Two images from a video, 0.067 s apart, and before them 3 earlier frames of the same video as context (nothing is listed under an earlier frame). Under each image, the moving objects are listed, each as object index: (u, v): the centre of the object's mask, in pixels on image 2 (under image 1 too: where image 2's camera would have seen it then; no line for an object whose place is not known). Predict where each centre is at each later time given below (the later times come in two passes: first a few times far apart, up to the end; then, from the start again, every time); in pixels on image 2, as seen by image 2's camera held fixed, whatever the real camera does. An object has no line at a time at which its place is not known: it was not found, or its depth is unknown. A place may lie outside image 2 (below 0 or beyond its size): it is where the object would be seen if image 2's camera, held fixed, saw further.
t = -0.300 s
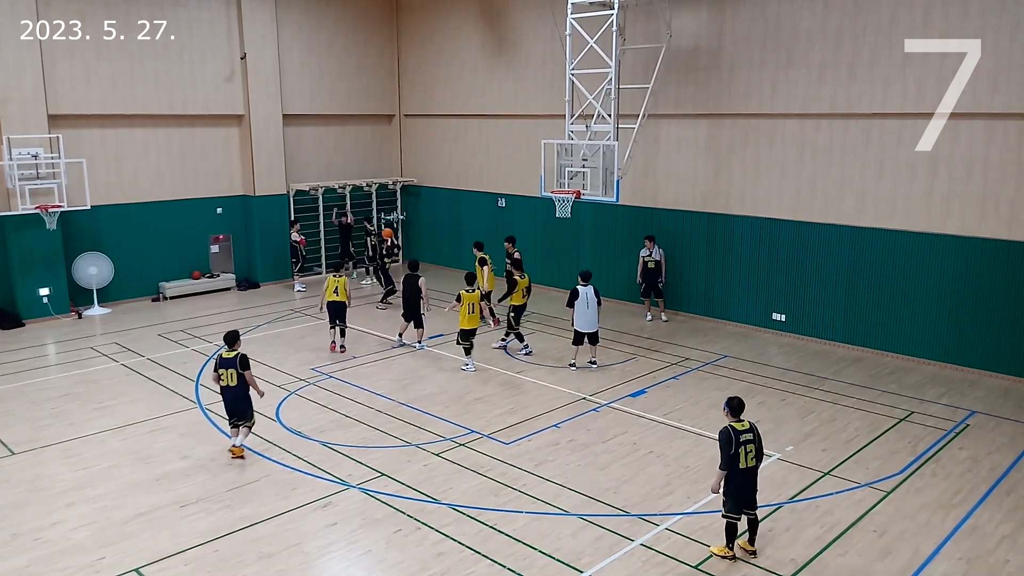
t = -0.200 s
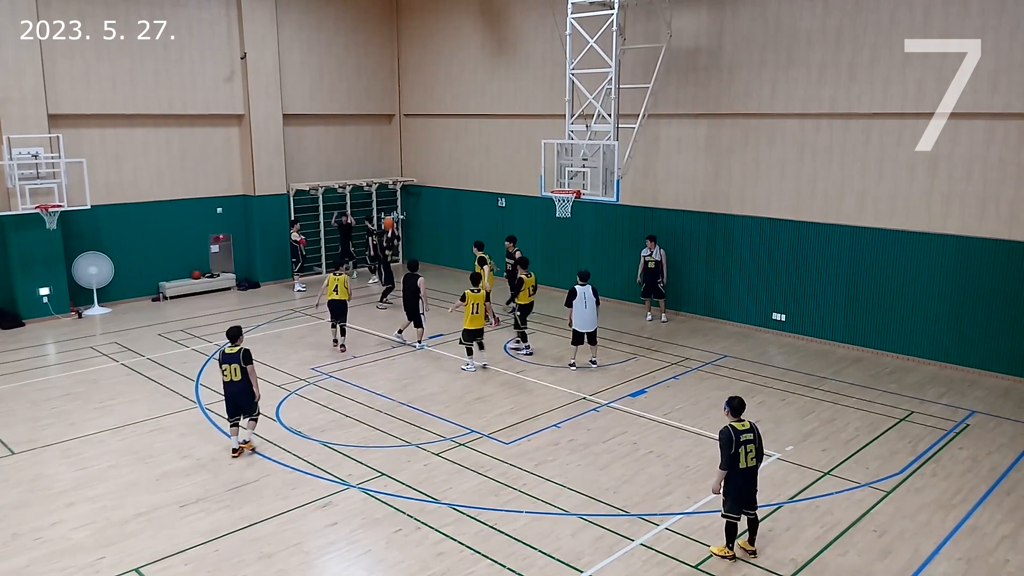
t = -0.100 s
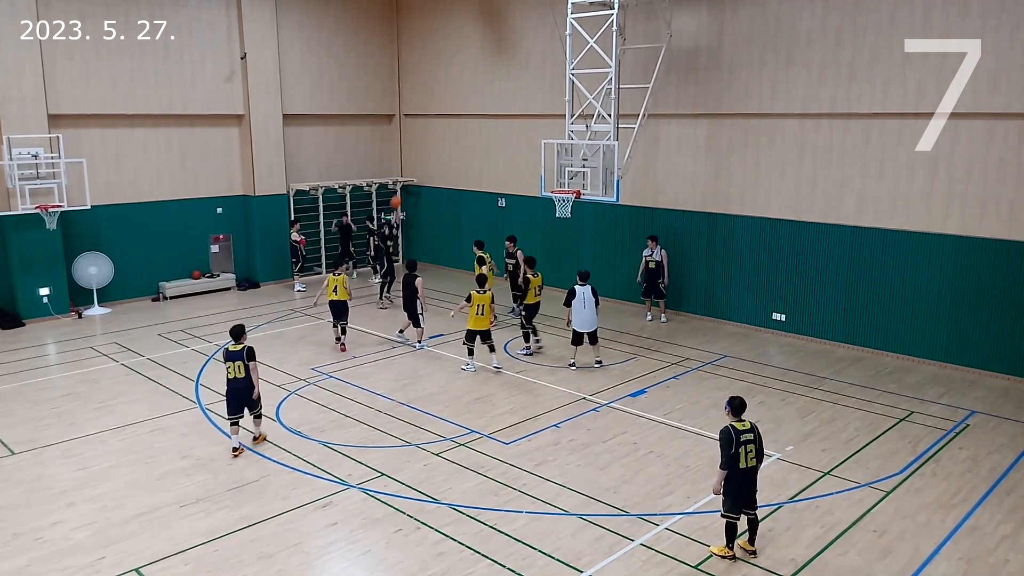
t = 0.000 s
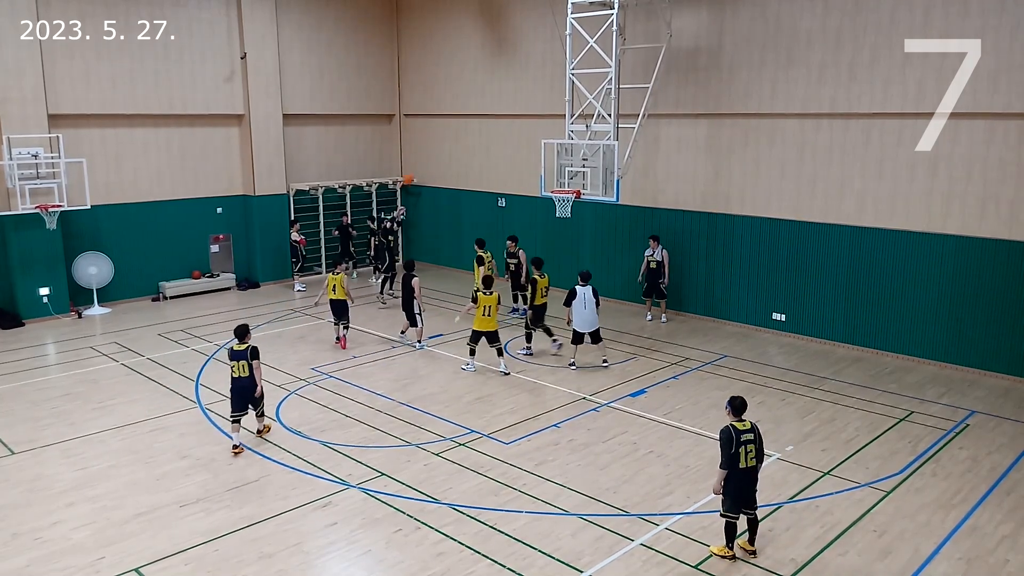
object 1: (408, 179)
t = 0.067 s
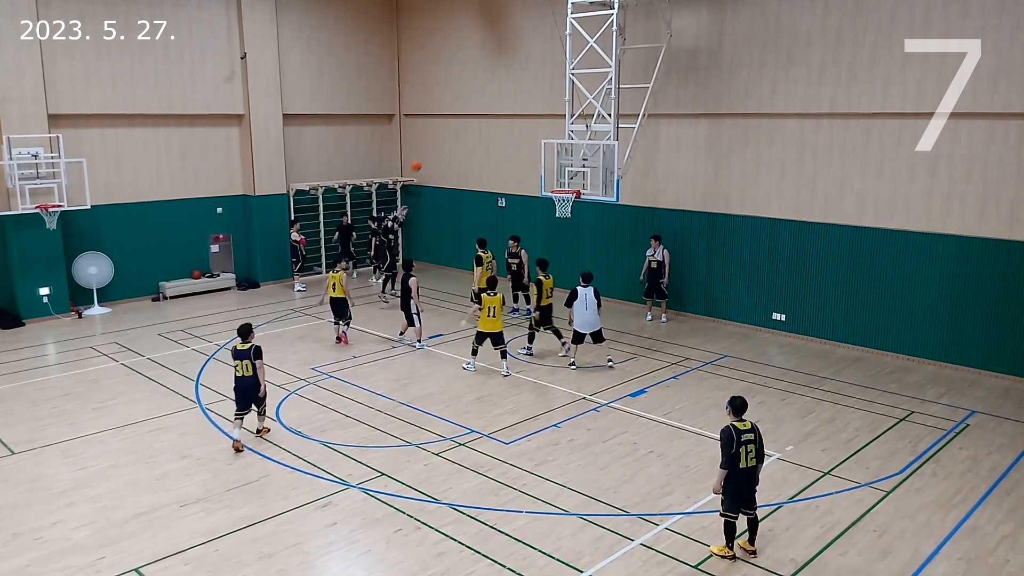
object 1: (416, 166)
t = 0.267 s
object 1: (442, 137)
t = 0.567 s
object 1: (485, 128)
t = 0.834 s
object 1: (527, 160)
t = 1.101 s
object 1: (520, 182)
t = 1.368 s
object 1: (470, 200)
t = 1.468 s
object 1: (451, 217)
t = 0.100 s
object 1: (421, 160)
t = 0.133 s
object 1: (425, 154)
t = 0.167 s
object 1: (429, 150)
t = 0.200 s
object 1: (433, 145)
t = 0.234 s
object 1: (438, 141)
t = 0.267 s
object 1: (442, 137)
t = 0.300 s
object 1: (447, 134)
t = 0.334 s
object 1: (452, 131)
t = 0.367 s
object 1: (456, 129)
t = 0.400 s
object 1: (461, 127)
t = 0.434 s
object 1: (466, 126)
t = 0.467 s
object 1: (470, 126)
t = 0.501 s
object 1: (475, 126)
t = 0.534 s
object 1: (480, 127)
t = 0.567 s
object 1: (485, 128)
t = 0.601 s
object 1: (490, 130)
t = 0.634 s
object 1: (495, 132)
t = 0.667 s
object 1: (501, 135)
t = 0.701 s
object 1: (506, 139)
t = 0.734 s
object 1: (511, 143)
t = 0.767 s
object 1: (516, 148)
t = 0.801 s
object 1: (522, 153)
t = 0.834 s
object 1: (527, 160)
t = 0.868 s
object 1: (532, 166)
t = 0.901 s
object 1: (537, 173)
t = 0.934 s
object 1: (544, 182)
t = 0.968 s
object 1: (545, 187)
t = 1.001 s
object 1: (539, 185)
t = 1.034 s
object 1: (533, 183)
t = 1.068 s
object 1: (527, 182)
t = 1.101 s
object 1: (520, 182)
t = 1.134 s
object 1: (514, 182)
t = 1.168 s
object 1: (508, 183)
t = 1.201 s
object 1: (502, 185)
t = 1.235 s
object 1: (495, 186)
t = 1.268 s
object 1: (489, 189)
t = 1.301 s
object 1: (483, 192)
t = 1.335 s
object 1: (477, 195)
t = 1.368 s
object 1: (470, 200)
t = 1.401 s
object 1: (464, 205)
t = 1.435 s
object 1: (457, 210)
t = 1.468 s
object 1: (451, 217)
